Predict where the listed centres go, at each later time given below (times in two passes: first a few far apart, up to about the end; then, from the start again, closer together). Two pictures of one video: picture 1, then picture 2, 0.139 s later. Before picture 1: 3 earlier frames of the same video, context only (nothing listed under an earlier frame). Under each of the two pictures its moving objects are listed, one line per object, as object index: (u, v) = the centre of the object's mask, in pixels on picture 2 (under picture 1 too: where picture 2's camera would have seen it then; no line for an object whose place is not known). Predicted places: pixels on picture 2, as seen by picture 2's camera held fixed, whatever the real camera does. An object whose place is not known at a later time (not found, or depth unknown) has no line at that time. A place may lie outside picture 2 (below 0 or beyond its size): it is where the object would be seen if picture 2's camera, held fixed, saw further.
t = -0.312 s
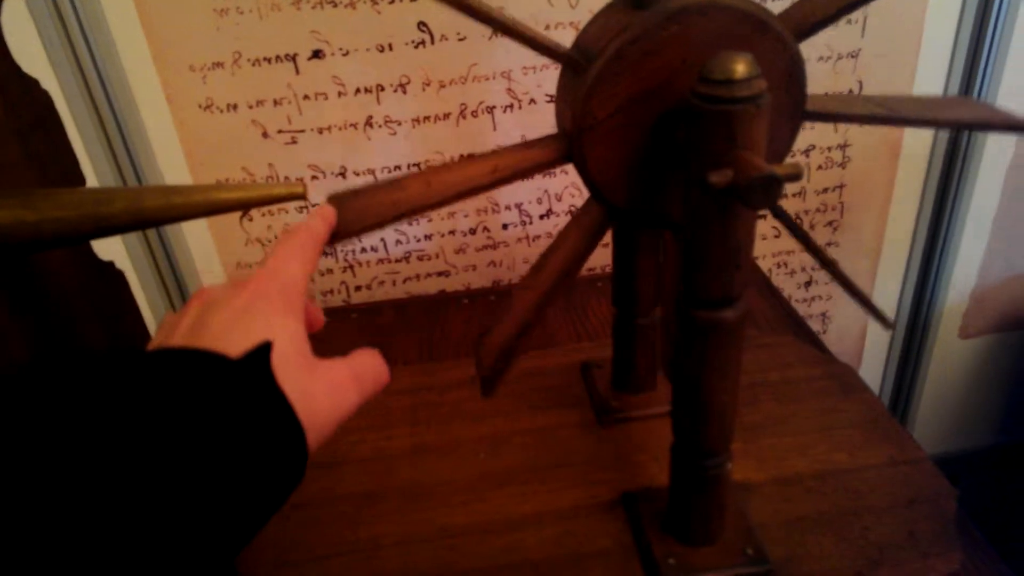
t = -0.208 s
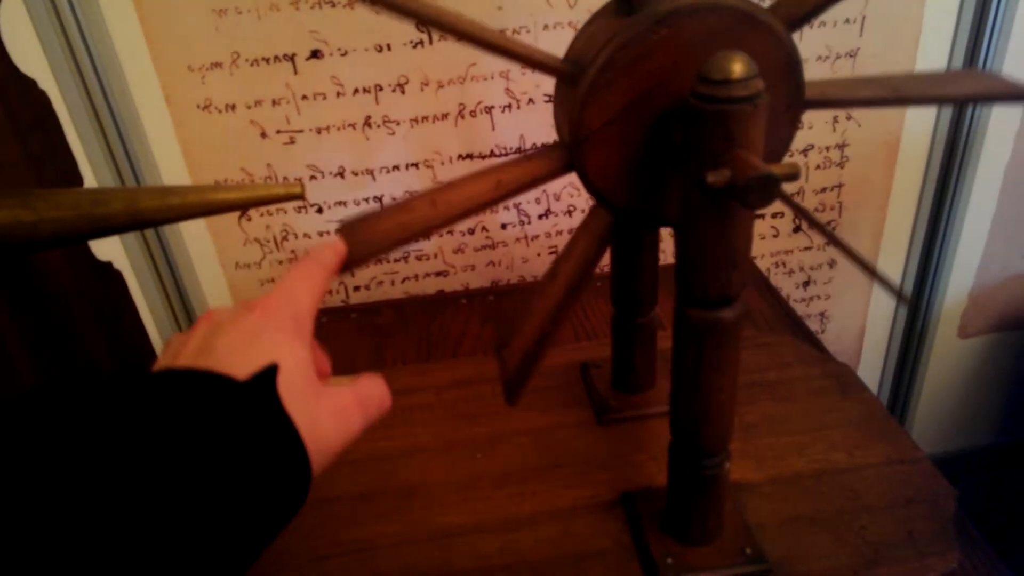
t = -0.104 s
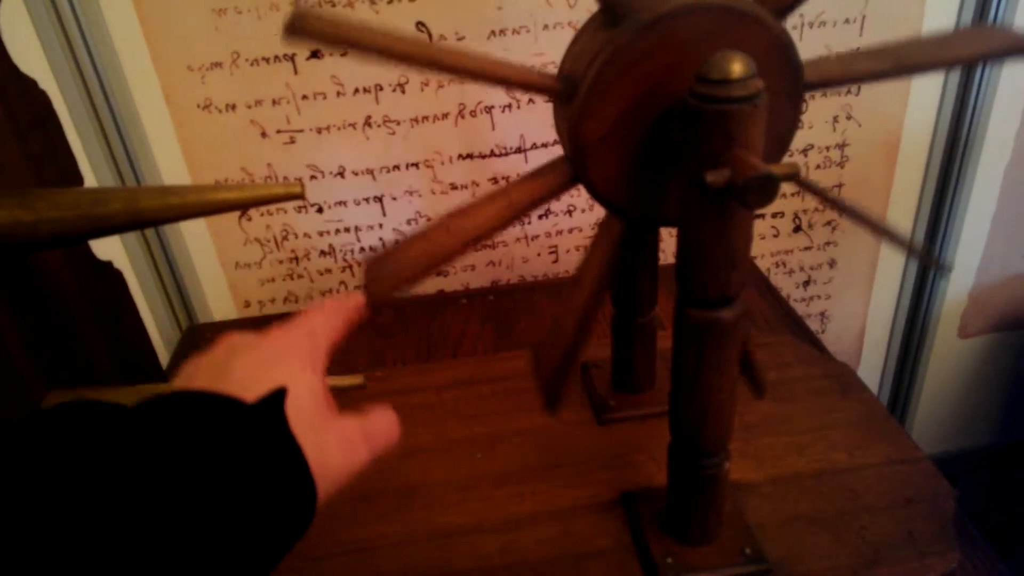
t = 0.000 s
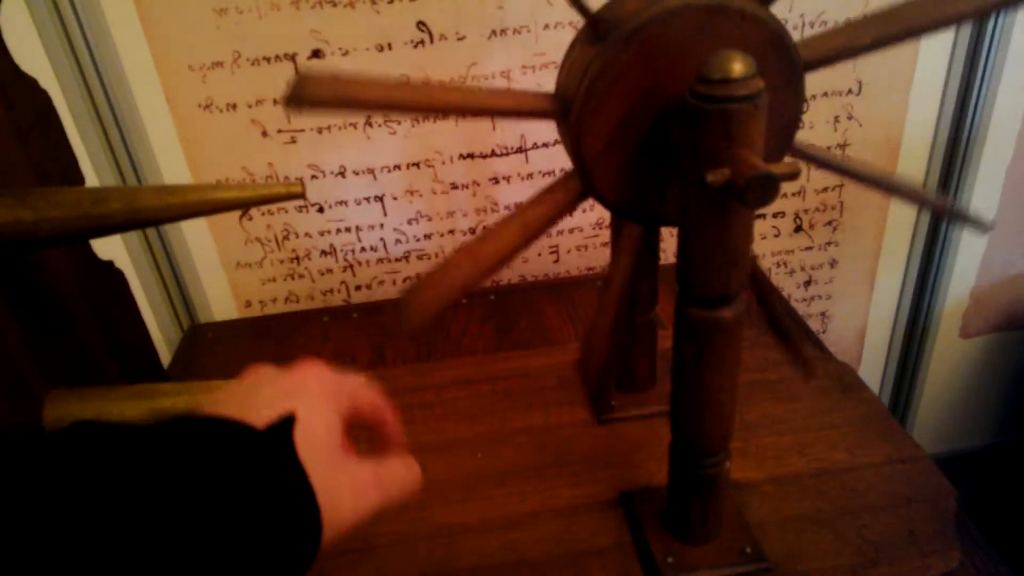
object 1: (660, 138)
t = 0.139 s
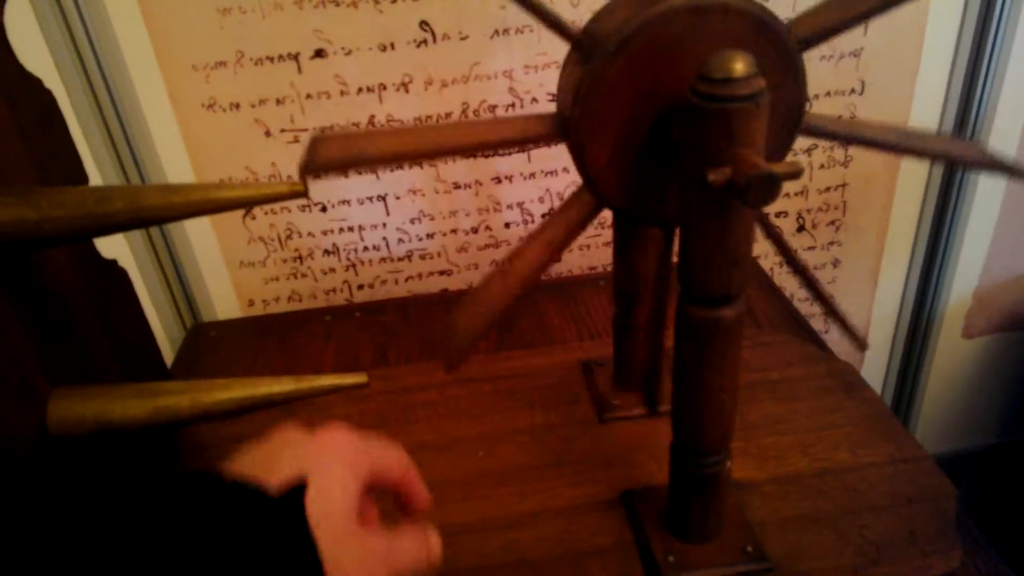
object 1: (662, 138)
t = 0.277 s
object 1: (660, 141)
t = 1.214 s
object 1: (655, 123)
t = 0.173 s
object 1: (661, 139)
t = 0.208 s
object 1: (661, 141)
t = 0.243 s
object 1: (660, 141)
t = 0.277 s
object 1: (660, 141)
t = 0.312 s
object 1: (660, 142)
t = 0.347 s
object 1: (661, 142)
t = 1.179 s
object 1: (655, 122)
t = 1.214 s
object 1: (655, 123)
